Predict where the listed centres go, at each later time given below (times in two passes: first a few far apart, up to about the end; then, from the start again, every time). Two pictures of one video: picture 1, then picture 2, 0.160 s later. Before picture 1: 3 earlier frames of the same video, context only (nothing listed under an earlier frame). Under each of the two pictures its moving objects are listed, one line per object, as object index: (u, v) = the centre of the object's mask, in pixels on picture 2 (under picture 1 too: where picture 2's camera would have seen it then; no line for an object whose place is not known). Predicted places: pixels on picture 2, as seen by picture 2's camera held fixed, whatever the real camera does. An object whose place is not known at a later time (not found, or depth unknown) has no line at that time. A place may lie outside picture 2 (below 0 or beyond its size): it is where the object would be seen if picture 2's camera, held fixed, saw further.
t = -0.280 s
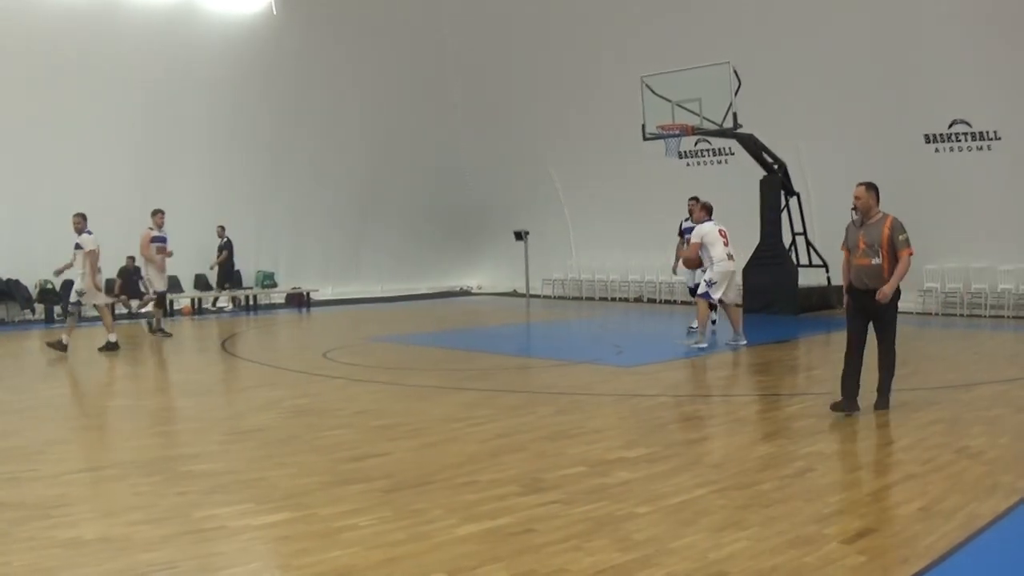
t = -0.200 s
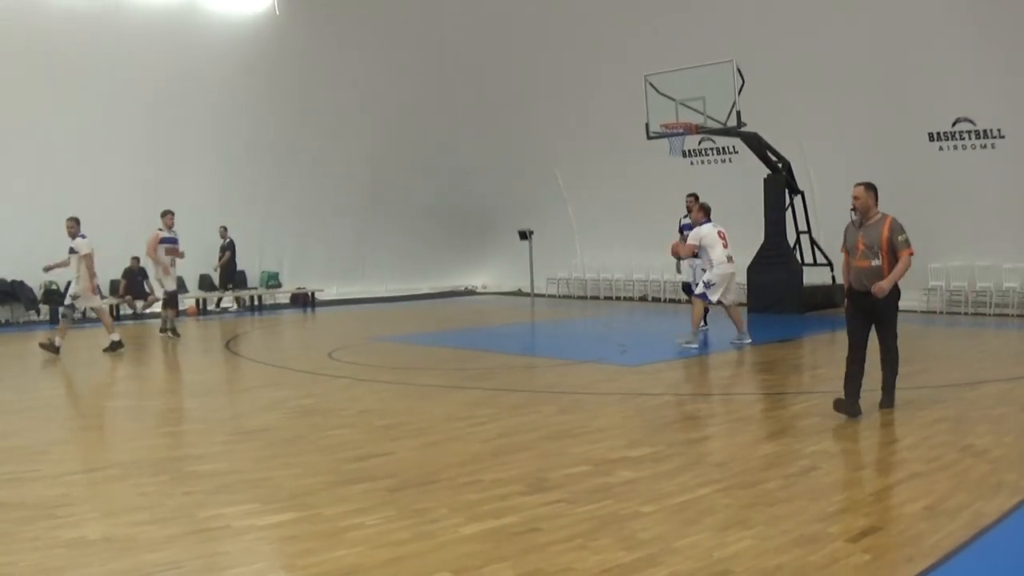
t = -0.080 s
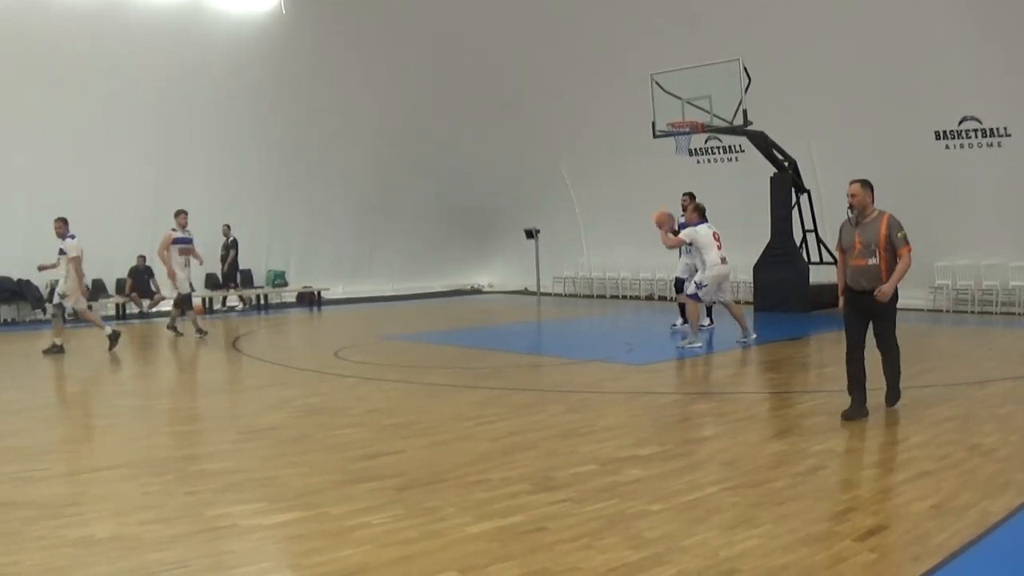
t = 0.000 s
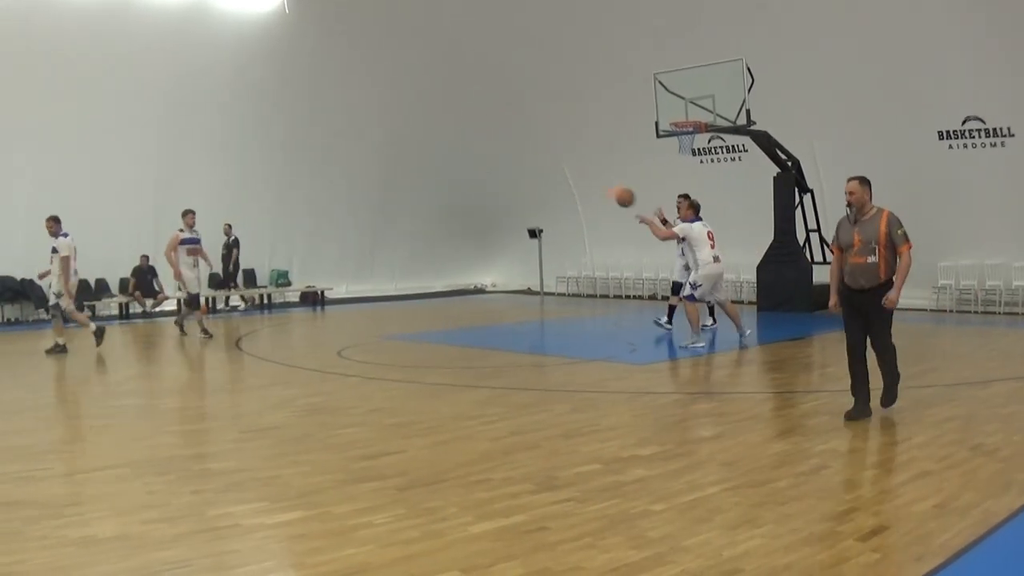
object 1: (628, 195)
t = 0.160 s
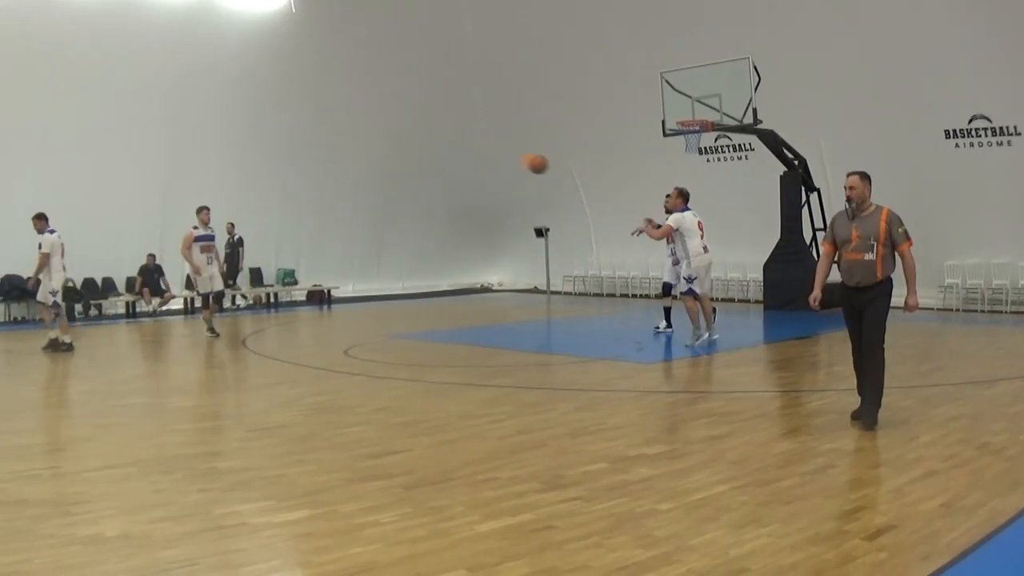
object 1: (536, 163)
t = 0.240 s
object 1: (493, 156)
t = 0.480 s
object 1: (370, 161)
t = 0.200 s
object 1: (514, 159)
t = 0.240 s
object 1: (493, 156)
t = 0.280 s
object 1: (470, 152)
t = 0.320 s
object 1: (450, 152)
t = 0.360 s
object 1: (430, 152)
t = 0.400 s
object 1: (411, 154)
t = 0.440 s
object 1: (390, 157)
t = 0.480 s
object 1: (370, 161)
